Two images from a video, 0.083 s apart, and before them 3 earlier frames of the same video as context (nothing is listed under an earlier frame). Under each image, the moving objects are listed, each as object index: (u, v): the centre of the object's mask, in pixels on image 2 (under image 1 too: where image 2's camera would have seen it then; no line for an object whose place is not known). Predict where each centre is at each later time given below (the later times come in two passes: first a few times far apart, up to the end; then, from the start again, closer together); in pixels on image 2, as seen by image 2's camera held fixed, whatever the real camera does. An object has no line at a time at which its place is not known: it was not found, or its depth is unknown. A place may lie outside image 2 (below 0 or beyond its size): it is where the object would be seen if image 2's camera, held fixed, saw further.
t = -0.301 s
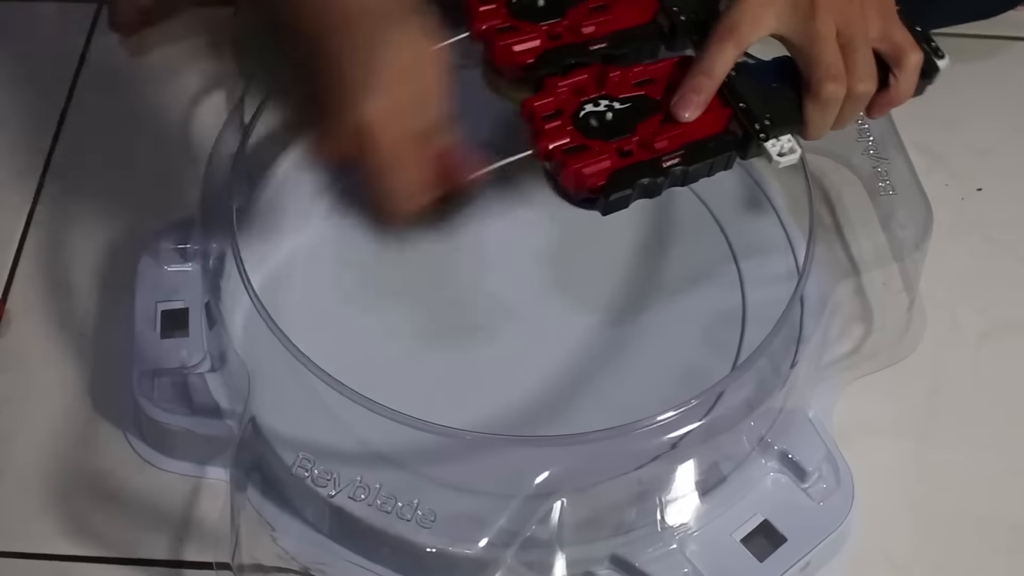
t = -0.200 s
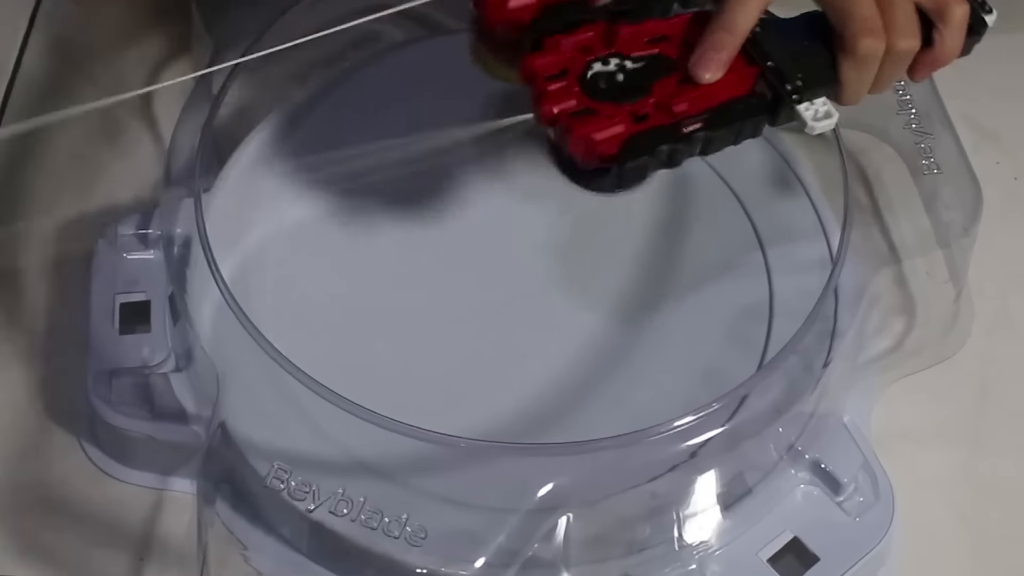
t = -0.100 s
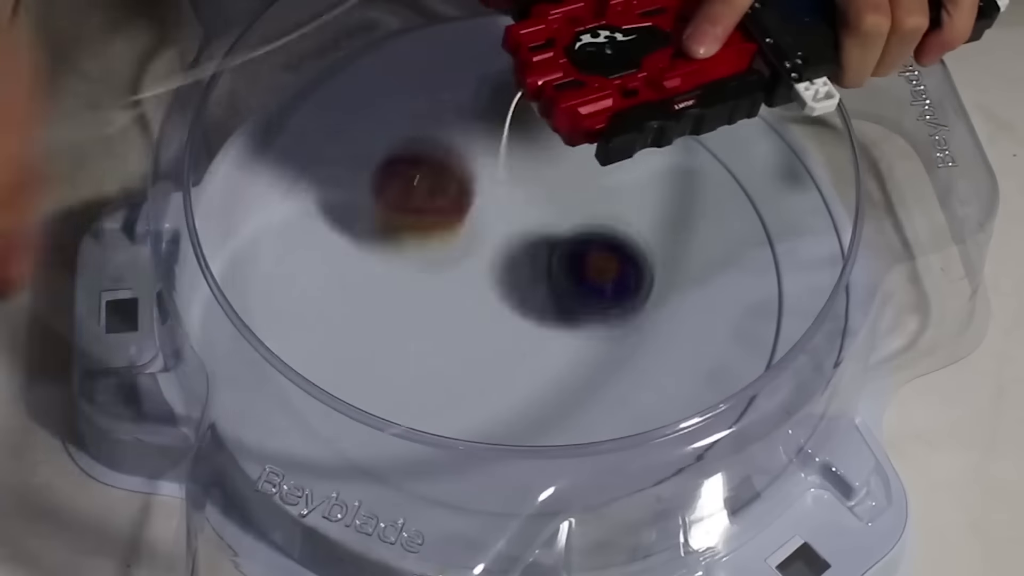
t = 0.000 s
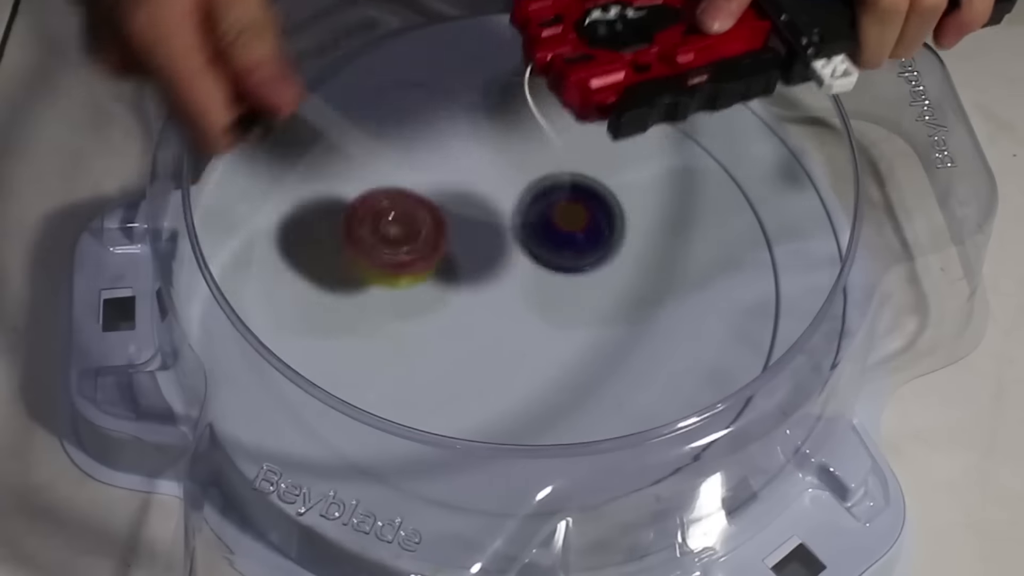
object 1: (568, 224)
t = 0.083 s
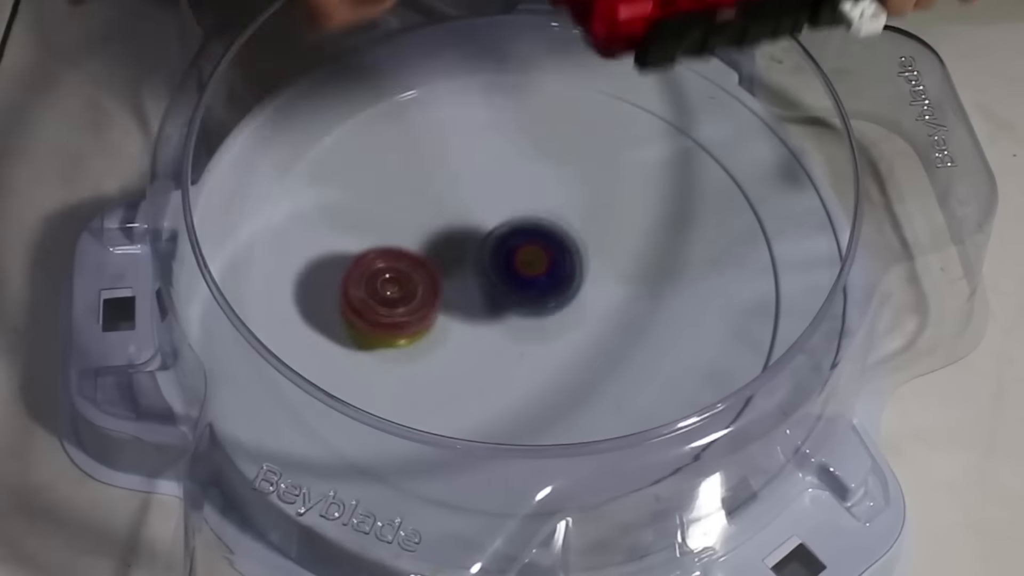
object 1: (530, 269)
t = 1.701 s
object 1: (445, 244)
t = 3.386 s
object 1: (463, 293)
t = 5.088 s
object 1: (421, 282)
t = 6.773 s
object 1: (436, 288)
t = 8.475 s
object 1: (478, 258)
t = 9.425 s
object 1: (500, 305)
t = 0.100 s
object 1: (522, 285)
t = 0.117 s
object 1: (519, 277)
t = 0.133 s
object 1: (517, 265)
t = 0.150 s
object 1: (514, 256)
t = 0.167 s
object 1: (511, 252)
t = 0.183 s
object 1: (507, 252)
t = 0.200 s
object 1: (503, 254)
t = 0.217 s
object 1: (501, 260)
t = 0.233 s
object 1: (502, 265)
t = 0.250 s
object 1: (510, 260)
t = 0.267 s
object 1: (520, 247)
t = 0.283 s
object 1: (529, 237)
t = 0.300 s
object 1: (537, 231)
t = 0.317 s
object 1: (547, 227)
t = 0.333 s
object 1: (556, 219)
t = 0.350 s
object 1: (563, 210)
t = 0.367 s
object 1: (572, 204)
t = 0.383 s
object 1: (579, 197)
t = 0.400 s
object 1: (584, 190)
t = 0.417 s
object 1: (589, 184)
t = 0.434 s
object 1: (595, 178)
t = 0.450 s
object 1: (598, 171)
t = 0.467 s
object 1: (601, 166)
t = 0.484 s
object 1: (602, 161)
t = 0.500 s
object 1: (603, 157)
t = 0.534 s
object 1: (601, 150)
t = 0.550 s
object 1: (598, 148)
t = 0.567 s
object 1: (595, 146)
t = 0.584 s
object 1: (590, 145)
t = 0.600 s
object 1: (585, 145)
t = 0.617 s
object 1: (579, 145)
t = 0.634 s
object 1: (572, 146)
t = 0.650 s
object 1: (564, 148)
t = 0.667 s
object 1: (556, 149)
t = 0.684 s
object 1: (548, 152)
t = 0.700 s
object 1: (539, 156)
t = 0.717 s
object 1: (530, 160)
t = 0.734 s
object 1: (522, 164)
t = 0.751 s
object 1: (515, 170)
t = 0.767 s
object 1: (506, 177)
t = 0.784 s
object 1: (499, 184)
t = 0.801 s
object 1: (492, 191)
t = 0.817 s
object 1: (488, 200)
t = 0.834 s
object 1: (482, 208)
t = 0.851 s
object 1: (478, 212)
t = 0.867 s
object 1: (474, 207)
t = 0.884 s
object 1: (470, 204)
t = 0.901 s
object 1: (466, 201)
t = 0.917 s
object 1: (463, 200)
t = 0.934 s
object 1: (461, 199)
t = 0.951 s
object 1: (460, 200)
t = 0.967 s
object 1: (459, 202)
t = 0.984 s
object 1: (458, 205)
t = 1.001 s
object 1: (459, 209)
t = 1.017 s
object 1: (460, 213)
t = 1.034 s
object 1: (462, 219)
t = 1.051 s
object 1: (465, 227)
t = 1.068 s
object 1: (469, 234)
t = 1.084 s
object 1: (473, 240)
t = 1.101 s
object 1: (478, 248)
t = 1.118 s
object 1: (485, 256)
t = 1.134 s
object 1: (494, 263)
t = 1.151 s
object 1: (501, 271)
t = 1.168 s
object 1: (507, 271)
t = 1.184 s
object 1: (510, 256)
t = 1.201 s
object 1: (513, 241)
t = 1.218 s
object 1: (516, 228)
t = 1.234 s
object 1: (518, 215)
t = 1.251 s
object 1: (519, 203)
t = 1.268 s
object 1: (520, 191)
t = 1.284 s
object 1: (521, 181)
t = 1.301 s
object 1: (521, 171)
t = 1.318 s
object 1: (520, 163)
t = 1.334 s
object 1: (517, 156)
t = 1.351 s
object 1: (515, 149)
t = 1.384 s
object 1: (509, 138)
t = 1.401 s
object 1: (506, 134)
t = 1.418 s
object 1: (500, 132)
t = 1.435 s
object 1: (495, 130)
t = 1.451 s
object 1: (489, 130)
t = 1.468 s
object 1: (483, 131)
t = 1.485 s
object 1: (477, 132)
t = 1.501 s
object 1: (472, 136)
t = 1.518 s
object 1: (465, 140)
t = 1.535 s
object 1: (459, 146)
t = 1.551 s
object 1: (453, 153)
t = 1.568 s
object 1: (449, 160)
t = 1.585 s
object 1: (445, 168)
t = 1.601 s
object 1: (443, 178)
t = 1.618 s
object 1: (439, 188)
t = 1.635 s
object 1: (439, 199)
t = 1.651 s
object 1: (438, 210)
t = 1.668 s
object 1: (439, 220)
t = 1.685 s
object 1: (442, 231)
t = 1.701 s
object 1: (445, 244)
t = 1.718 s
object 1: (450, 255)
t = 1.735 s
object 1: (444, 258)
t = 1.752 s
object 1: (428, 256)
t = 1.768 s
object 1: (415, 253)
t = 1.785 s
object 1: (403, 251)
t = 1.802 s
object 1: (392, 248)
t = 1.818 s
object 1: (384, 247)
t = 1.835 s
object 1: (376, 247)
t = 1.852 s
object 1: (369, 247)
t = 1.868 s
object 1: (364, 248)
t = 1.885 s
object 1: (360, 250)
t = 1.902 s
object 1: (359, 253)
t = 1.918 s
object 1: (359, 257)
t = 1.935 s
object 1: (361, 261)
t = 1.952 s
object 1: (364, 265)
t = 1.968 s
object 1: (368, 271)
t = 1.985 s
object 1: (376, 278)
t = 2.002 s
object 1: (384, 285)
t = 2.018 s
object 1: (393, 291)
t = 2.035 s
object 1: (405, 297)
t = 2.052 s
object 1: (416, 303)
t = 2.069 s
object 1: (428, 308)
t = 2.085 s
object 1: (441, 312)
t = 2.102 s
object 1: (456, 315)
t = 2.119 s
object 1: (470, 317)
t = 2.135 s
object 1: (487, 317)
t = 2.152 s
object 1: (502, 317)
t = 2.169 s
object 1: (502, 319)
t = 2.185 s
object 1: (496, 320)
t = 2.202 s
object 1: (491, 321)
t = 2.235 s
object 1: (483, 319)
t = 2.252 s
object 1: (480, 318)
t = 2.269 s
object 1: (478, 315)
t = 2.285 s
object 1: (474, 313)
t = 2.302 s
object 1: (472, 310)
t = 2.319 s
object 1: (470, 307)
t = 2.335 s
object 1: (469, 304)
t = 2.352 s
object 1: (467, 300)
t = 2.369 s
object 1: (466, 296)
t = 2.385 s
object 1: (465, 293)
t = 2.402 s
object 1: (465, 288)
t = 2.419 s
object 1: (464, 285)
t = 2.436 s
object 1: (463, 282)
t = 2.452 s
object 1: (462, 278)
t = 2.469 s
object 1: (462, 275)
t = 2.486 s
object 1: (461, 273)
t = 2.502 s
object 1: (460, 270)
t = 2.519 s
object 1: (460, 268)
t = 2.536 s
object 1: (459, 266)
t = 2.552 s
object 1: (458, 264)
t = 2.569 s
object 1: (457, 263)
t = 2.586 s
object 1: (457, 262)
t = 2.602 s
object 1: (457, 260)
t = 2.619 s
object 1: (456, 259)
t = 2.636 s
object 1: (455, 259)
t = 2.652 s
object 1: (455, 258)
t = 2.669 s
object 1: (454, 258)
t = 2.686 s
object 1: (455, 258)
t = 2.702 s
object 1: (454, 257)
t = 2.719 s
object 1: (455, 257)
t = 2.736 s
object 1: (453, 257)
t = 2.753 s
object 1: (449, 257)
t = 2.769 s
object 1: (444, 258)
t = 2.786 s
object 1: (439, 260)
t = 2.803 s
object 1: (436, 261)
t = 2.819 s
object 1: (433, 263)
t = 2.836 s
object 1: (431, 266)
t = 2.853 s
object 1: (431, 268)
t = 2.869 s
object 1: (431, 271)
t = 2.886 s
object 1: (432, 274)
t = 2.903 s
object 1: (435, 277)
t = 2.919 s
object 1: (438, 280)
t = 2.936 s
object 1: (441, 282)
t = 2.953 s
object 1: (447, 284)
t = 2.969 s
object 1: (452, 286)
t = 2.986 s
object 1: (457, 287)
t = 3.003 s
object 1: (464, 288)
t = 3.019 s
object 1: (469, 287)
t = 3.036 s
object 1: (469, 289)
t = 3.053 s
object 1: (469, 290)
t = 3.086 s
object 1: (469, 293)
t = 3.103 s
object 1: (469, 294)
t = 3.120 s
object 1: (470, 295)
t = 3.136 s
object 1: (471, 296)
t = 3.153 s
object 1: (472, 296)
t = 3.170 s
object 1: (474, 297)
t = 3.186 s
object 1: (476, 297)
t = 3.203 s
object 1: (478, 296)
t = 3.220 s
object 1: (480, 296)
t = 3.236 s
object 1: (482, 295)
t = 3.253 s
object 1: (485, 294)
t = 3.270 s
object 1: (487, 293)
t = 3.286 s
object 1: (486, 293)
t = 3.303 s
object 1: (480, 294)
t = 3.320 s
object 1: (476, 294)
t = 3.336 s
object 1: (472, 294)
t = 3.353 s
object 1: (469, 293)
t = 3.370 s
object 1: (466, 293)
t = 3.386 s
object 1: (463, 293)
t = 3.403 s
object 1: (462, 292)
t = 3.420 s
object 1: (461, 292)
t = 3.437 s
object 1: (461, 292)
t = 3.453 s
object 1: (461, 292)
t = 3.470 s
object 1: (462, 291)
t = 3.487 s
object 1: (463, 290)
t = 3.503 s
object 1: (464, 290)
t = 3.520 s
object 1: (465, 289)
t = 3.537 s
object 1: (466, 288)
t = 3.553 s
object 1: (468, 288)
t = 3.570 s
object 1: (469, 287)
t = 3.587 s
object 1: (470, 286)
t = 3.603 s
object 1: (464, 286)
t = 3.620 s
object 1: (457, 285)
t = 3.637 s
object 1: (451, 285)
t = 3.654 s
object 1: (446, 285)
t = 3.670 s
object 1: (440, 286)
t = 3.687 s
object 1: (437, 287)
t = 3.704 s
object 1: (434, 286)
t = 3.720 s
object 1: (431, 286)
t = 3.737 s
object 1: (428, 287)
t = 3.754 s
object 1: (427, 287)
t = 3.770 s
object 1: (426, 288)
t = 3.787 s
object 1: (424, 289)
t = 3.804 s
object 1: (423, 290)
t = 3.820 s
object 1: (423, 292)
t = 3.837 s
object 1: (425, 293)
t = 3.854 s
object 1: (426, 294)
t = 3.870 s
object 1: (428, 294)
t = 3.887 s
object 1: (431, 295)
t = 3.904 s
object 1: (434, 296)
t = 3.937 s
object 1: (440, 296)
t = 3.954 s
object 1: (443, 296)
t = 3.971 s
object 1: (446, 296)
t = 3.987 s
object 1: (447, 297)
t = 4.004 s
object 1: (443, 298)
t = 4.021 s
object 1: (442, 298)
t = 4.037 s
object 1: (439, 298)
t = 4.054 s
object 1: (438, 297)
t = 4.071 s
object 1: (438, 296)
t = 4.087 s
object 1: (437, 295)
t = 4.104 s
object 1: (436, 295)
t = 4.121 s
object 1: (437, 294)
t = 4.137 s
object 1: (439, 294)
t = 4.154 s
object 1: (442, 293)
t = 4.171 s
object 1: (445, 293)
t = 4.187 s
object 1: (448, 291)
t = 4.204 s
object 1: (451, 290)
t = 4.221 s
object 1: (453, 289)
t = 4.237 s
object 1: (456, 288)
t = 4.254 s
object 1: (456, 287)
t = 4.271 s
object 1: (451, 286)
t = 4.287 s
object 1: (448, 285)
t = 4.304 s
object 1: (445, 284)
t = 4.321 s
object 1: (444, 282)
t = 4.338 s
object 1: (442, 281)
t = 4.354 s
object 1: (439, 279)
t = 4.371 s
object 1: (438, 278)
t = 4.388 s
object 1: (438, 277)
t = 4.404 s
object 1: (438, 275)
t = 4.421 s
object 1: (439, 274)
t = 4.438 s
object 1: (441, 273)
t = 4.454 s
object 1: (442, 271)
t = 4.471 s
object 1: (442, 269)
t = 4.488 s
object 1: (443, 269)
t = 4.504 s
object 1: (444, 268)
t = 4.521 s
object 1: (447, 267)
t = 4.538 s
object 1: (449, 266)
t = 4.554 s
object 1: (451, 264)
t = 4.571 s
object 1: (453, 262)
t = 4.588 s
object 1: (454, 260)
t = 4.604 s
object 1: (456, 260)
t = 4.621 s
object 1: (458, 258)
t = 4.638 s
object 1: (461, 256)
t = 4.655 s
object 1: (464, 254)
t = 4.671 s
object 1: (462, 254)
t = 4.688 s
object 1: (452, 247)
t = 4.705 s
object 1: (441, 244)
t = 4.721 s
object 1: (431, 242)
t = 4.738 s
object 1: (425, 256)
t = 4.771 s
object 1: (411, 262)
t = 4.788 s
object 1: (401, 256)
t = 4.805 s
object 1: (398, 255)
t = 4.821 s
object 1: (394, 259)
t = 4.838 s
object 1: (389, 255)
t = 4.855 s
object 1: (384, 240)
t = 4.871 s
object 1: (381, 242)
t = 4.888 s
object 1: (378, 245)
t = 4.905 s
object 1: (377, 248)
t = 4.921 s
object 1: (378, 252)
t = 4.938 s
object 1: (380, 255)
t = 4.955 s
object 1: (382, 258)
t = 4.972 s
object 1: (384, 260)
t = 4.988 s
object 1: (387, 265)
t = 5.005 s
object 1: (392, 268)
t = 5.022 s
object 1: (397, 272)
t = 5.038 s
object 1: (404, 275)
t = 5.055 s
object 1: (410, 277)
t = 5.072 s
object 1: (415, 279)
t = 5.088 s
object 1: (421, 282)
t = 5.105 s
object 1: (430, 284)
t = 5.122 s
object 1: (440, 284)
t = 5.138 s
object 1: (450, 285)
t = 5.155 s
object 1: (456, 284)
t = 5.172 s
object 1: (464, 284)
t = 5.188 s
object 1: (474, 283)
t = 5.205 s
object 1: (484, 280)
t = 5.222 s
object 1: (484, 277)
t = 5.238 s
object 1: (480, 274)
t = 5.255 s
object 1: (476, 271)
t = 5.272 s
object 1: (474, 269)
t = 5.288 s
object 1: (474, 266)
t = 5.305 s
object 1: (472, 263)
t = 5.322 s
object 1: (469, 260)
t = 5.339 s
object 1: (468, 258)
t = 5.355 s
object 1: (468, 256)
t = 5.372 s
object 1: (469, 252)
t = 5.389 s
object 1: (468, 249)
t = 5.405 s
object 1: (467, 247)
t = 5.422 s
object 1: (467, 245)
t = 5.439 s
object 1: (469, 243)
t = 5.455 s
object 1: (470, 240)
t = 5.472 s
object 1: (469, 238)
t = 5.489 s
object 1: (468, 236)
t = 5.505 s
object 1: (469, 236)
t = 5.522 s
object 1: (470, 234)
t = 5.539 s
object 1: (471, 231)
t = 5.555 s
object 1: (470, 230)
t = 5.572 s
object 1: (470, 229)
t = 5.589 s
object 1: (471, 230)
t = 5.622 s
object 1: (472, 227)
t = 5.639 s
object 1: (472, 226)
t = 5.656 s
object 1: (473, 226)
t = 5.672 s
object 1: (476, 227)
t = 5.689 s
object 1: (477, 227)
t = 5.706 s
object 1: (477, 226)
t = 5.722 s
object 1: (478, 227)
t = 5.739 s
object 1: (478, 227)
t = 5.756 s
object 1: (474, 223)
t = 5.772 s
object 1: (469, 220)
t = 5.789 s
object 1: (464, 218)
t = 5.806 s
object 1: (461, 218)
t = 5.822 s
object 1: (461, 215)
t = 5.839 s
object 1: (459, 214)
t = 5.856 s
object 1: (456, 214)
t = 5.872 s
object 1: (456, 215)
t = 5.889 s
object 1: (455, 215)
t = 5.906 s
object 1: (456, 215)
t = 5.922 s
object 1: (454, 217)
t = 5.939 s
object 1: (456, 218)
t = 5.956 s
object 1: (458, 220)
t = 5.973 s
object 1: (459, 222)
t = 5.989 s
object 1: (459, 224)
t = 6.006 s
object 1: (460, 227)
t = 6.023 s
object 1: (463, 230)
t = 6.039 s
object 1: (466, 233)
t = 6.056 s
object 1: (466, 236)
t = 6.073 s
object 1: (467, 238)
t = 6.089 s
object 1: (468, 241)
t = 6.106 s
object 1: (466, 239)
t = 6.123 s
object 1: (463, 240)
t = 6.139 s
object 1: (460, 242)
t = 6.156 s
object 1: (460, 244)
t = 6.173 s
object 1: (460, 244)
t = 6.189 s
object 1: (459, 245)
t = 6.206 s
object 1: (460, 248)
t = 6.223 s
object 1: (462, 251)
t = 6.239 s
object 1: (464, 252)
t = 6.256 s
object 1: (465, 254)
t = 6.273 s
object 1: (467, 257)
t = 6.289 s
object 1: (469, 259)
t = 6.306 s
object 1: (467, 259)
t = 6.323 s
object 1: (465, 260)
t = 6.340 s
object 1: (465, 261)
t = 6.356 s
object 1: (466, 262)
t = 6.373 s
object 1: (465, 261)
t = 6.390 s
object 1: (465, 263)
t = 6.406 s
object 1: (468, 265)
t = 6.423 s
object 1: (470, 265)
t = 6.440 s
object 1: (470, 266)
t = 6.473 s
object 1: (475, 269)
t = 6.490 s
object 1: (477, 269)
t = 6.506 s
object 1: (478, 271)
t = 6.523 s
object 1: (472, 272)
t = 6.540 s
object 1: (466, 270)
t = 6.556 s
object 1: (457, 269)
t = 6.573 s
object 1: (448, 270)
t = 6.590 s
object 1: (446, 270)
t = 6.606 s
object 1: (441, 269)
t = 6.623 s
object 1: (436, 271)
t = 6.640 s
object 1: (434, 274)
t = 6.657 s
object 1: (433, 274)
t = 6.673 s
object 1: (430, 275)
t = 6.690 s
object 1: (430, 279)
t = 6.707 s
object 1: (432, 281)
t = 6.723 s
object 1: (431, 282)
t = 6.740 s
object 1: (431, 285)
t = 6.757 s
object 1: (435, 288)
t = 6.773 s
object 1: (436, 288)
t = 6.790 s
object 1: (438, 291)
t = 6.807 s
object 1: (443, 294)
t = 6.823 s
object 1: (447, 294)
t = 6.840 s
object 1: (448, 296)
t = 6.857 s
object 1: (452, 298)
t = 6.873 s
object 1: (457, 300)
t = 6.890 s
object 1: (459, 299)
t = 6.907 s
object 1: (464, 301)
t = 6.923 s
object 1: (469, 302)
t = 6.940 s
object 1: (472, 301)
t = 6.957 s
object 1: (478, 302)
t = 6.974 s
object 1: (485, 301)
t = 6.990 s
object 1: (486, 300)
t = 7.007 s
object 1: (474, 298)
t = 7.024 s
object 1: (459, 297)
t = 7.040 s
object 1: (443, 297)
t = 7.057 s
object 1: (430, 294)
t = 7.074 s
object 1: (419, 292)
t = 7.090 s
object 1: (410, 291)
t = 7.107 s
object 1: (402, 290)
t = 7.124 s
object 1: (396, 289)
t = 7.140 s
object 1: (390, 289)
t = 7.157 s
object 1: (386, 290)
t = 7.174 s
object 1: (382, 290)
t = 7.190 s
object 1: (380, 292)
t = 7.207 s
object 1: (379, 293)
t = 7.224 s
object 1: (378, 295)
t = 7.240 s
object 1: (379, 297)
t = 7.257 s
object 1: (380, 299)
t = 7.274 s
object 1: (382, 300)
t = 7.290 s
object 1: (385, 301)
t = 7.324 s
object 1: (393, 304)
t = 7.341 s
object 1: (397, 305)
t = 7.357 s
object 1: (400, 305)
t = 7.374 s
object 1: (407, 306)
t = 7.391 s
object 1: (411, 306)
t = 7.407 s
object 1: (416, 306)
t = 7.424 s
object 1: (422, 306)
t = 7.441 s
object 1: (426, 306)
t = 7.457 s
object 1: (431, 305)
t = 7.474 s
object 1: (439, 303)
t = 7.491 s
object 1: (443, 302)
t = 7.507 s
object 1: (449, 300)
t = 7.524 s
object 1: (456, 297)
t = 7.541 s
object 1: (461, 295)
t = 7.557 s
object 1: (468, 292)
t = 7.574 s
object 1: (475, 288)
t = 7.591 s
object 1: (481, 284)
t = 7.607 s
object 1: (487, 280)
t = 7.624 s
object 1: (493, 275)
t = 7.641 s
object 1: (495, 270)
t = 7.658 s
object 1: (495, 266)
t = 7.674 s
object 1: (492, 262)
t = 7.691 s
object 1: (492, 257)
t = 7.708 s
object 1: (491, 253)
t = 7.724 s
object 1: (490, 250)
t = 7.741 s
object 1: (491, 245)
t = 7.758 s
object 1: (491, 241)
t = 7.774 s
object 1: (490, 237)
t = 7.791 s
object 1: (490, 234)
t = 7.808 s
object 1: (490, 230)
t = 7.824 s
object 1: (490, 227)
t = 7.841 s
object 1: (490, 224)
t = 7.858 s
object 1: (489, 222)
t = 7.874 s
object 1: (489, 220)
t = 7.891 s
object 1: (488, 218)
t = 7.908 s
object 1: (488, 216)
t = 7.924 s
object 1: (489, 214)
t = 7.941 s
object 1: (488, 213)
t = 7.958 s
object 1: (488, 214)
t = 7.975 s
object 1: (488, 212)
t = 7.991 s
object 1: (488, 212)
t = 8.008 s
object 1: (489, 213)
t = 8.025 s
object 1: (488, 216)
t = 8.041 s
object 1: (489, 216)
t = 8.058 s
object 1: (489, 216)
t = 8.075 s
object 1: (489, 219)
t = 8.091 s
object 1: (490, 221)
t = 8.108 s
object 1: (486, 220)
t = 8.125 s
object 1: (479, 219)
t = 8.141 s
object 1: (475, 218)
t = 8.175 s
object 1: (468, 220)
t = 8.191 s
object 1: (465, 221)
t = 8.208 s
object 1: (463, 222)
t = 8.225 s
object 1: (462, 223)
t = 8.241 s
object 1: (461, 225)
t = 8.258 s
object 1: (461, 228)
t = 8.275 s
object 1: (461, 229)
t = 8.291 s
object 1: (461, 231)
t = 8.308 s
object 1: (462, 233)
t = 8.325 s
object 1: (462, 235)
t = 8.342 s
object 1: (464, 238)
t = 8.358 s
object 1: (465, 240)
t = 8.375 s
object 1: (467, 243)
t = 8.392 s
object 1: (469, 245)
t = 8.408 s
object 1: (471, 248)
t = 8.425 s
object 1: (473, 251)
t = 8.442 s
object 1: (476, 253)
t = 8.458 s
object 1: (478, 256)
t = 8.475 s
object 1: (478, 258)
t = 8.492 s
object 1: (474, 259)
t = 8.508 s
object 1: (471, 260)
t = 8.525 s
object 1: (468, 263)
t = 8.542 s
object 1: (467, 265)
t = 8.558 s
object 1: (465, 268)
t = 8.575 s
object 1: (465, 270)
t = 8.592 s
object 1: (464, 272)
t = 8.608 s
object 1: (465, 274)
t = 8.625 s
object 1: (465, 278)
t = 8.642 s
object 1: (466, 281)
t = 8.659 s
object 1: (467, 283)
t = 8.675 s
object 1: (468, 285)
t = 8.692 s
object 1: (470, 287)
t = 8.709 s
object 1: (472, 288)
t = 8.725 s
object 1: (475, 291)
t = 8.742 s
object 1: (478, 292)
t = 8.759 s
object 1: (479, 293)
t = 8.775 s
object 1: (482, 294)
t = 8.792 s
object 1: (483, 295)
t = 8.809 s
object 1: (487, 296)
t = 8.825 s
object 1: (489, 297)
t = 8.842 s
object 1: (491, 297)
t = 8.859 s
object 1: (494, 297)
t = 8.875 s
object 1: (495, 297)
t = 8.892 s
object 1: (497, 297)
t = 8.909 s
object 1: (499, 296)
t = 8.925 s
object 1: (500, 296)
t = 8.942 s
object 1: (500, 298)
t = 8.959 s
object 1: (500, 298)
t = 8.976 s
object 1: (501, 299)
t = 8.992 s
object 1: (501, 300)
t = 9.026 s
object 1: (504, 300)
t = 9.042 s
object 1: (503, 300)
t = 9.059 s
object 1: (503, 301)
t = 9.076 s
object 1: (503, 302)
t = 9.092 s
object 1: (503, 302)
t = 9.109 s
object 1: (504, 303)
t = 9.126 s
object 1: (504, 304)
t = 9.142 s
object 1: (504, 304)
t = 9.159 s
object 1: (505, 303)
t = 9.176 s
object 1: (505, 303)
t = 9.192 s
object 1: (507, 302)
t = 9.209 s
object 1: (505, 303)
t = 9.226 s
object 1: (504, 305)
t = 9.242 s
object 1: (502, 306)
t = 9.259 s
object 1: (501, 307)
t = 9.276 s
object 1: (500, 307)
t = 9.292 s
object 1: (500, 308)
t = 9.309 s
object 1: (499, 308)
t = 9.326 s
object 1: (500, 307)
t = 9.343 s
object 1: (499, 307)
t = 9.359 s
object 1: (500, 307)
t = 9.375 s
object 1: (499, 306)
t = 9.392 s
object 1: (499, 306)
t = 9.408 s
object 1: (501, 306)
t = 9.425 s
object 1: (500, 305)
